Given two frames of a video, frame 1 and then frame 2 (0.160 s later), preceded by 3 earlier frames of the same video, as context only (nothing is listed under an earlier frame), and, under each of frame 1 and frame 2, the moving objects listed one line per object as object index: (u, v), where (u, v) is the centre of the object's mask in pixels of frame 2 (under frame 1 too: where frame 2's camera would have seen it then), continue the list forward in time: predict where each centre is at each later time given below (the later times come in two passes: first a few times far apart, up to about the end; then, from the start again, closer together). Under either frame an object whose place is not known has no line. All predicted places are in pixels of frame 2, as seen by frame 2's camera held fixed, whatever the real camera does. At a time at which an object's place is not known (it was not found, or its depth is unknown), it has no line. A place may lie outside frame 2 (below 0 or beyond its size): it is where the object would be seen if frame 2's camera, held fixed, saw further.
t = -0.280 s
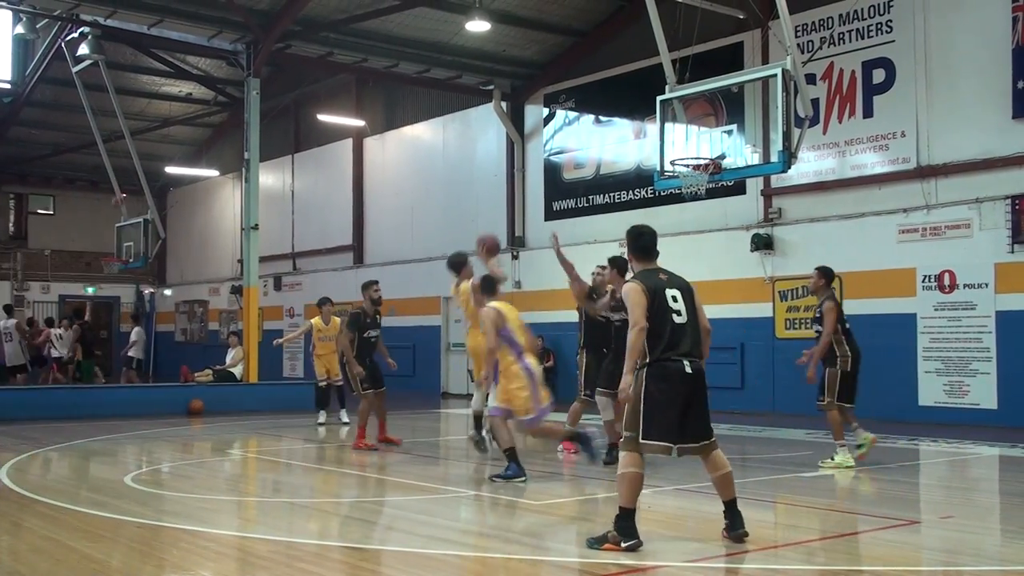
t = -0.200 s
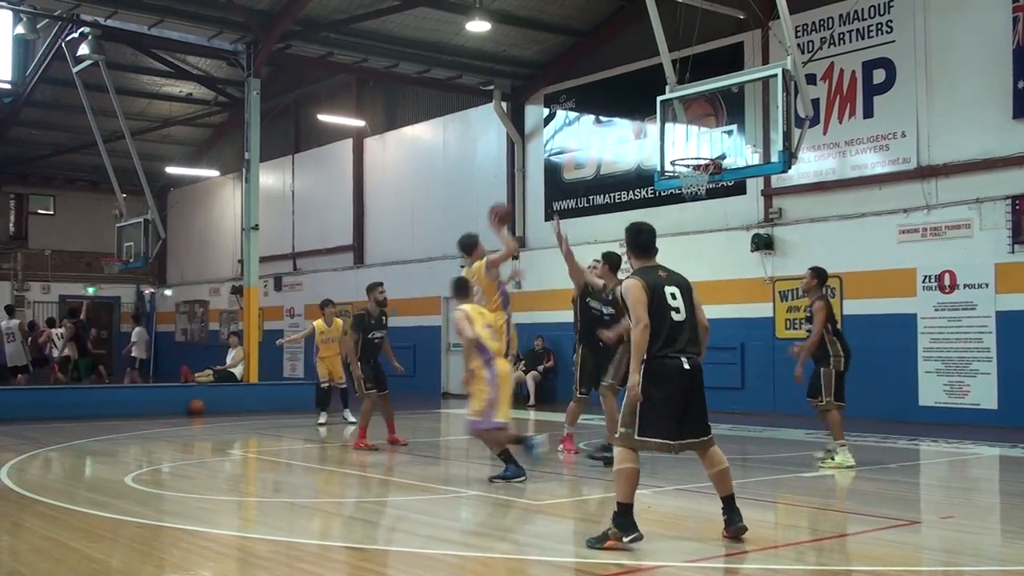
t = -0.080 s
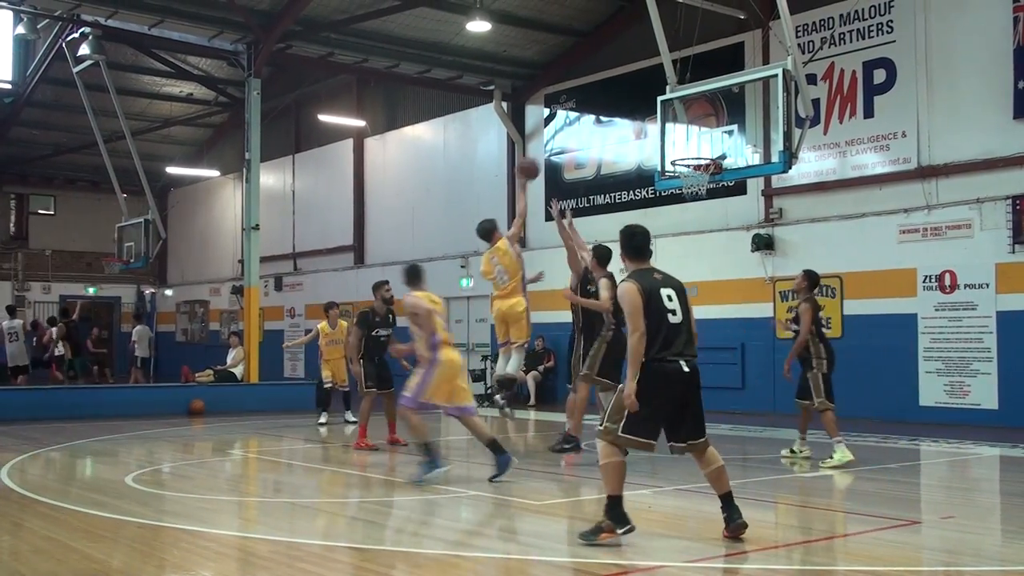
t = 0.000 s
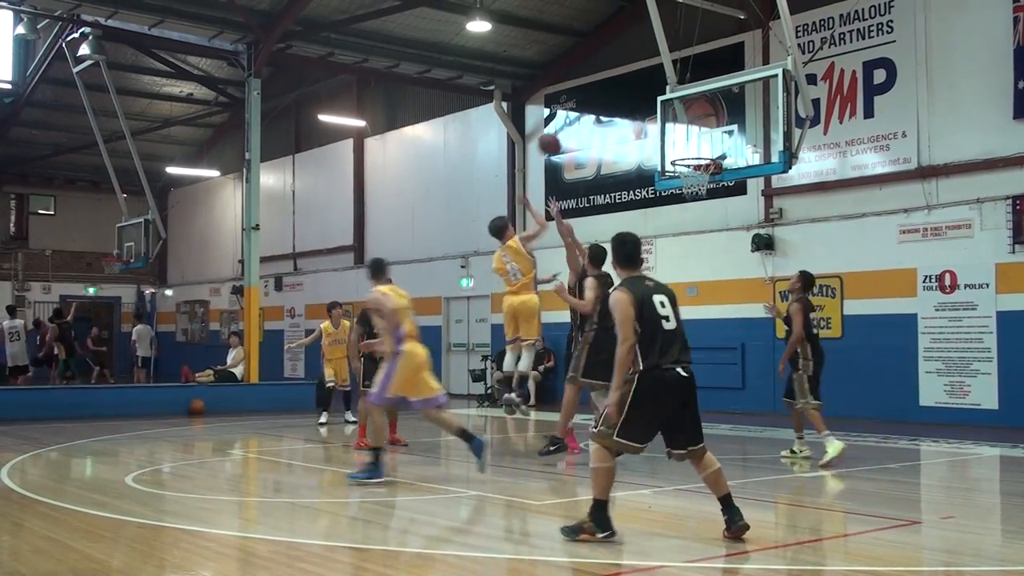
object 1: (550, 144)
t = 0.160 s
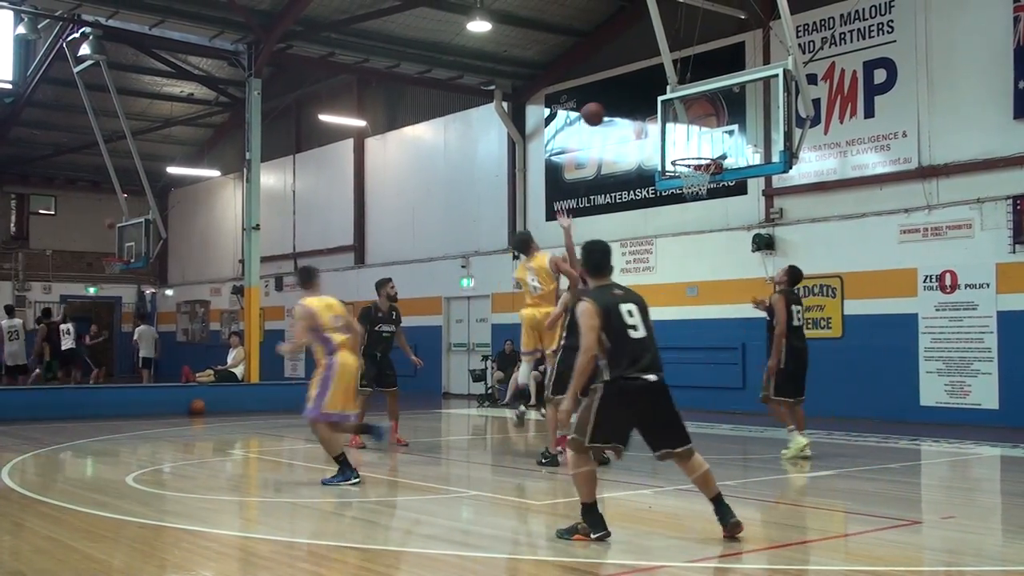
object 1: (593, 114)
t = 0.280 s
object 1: (622, 108)
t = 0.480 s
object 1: (670, 130)
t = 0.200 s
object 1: (602, 111)
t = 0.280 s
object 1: (622, 108)
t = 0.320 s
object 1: (632, 110)
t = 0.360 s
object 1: (642, 113)
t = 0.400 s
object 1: (651, 117)
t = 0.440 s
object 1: (661, 123)
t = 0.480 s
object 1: (670, 130)
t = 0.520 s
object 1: (680, 138)
